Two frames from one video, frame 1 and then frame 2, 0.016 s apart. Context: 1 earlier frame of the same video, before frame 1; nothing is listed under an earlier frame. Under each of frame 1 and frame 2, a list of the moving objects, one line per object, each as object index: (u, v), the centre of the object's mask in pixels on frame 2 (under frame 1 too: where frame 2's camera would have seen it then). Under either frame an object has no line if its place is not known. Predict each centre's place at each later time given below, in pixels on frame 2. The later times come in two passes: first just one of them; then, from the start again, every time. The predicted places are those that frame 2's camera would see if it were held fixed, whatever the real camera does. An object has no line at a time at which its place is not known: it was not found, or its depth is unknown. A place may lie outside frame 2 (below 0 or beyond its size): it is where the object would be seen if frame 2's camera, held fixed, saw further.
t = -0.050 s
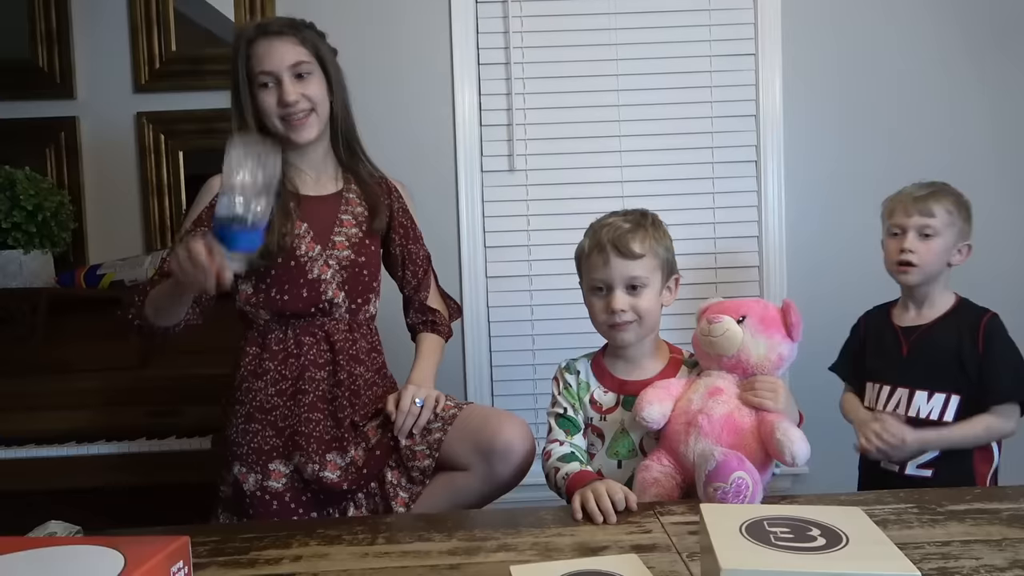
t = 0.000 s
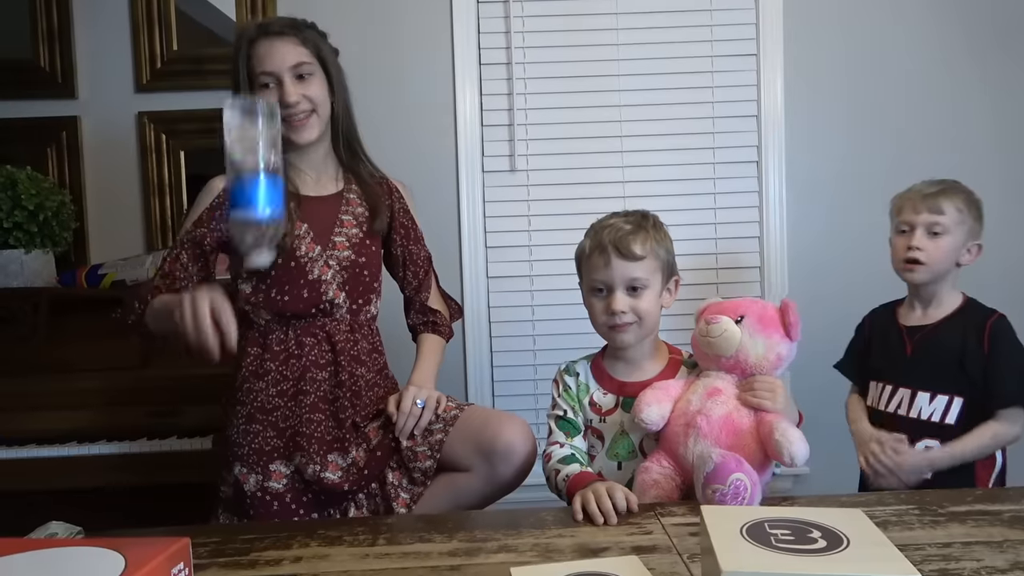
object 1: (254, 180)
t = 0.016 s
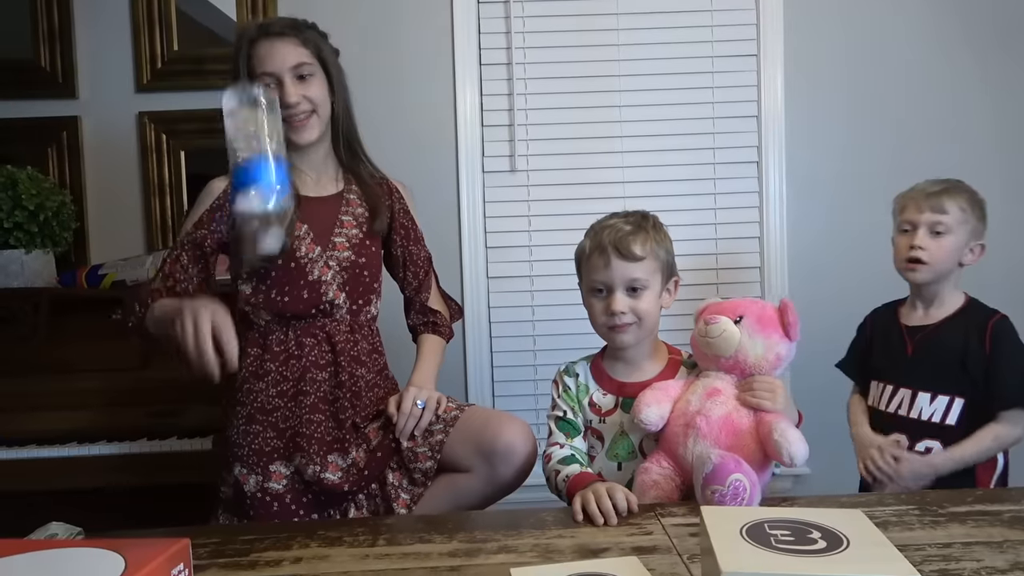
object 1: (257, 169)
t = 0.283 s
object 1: (291, 267)
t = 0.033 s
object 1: (260, 151)
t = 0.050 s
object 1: (263, 138)
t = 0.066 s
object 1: (265, 126)
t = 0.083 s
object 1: (267, 117)
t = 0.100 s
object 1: (269, 110)
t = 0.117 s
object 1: (270, 107)
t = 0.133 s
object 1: (272, 107)
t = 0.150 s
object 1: (273, 112)
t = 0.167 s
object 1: (276, 120)
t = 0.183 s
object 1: (278, 132)
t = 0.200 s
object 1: (281, 147)
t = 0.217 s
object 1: (283, 166)
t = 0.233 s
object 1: (285, 188)
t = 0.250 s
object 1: (286, 214)
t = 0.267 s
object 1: (288, 241)
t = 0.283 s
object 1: (291, 267)
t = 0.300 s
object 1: (295, 303)
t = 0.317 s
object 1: (296, 347)
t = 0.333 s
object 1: (299, 388)
